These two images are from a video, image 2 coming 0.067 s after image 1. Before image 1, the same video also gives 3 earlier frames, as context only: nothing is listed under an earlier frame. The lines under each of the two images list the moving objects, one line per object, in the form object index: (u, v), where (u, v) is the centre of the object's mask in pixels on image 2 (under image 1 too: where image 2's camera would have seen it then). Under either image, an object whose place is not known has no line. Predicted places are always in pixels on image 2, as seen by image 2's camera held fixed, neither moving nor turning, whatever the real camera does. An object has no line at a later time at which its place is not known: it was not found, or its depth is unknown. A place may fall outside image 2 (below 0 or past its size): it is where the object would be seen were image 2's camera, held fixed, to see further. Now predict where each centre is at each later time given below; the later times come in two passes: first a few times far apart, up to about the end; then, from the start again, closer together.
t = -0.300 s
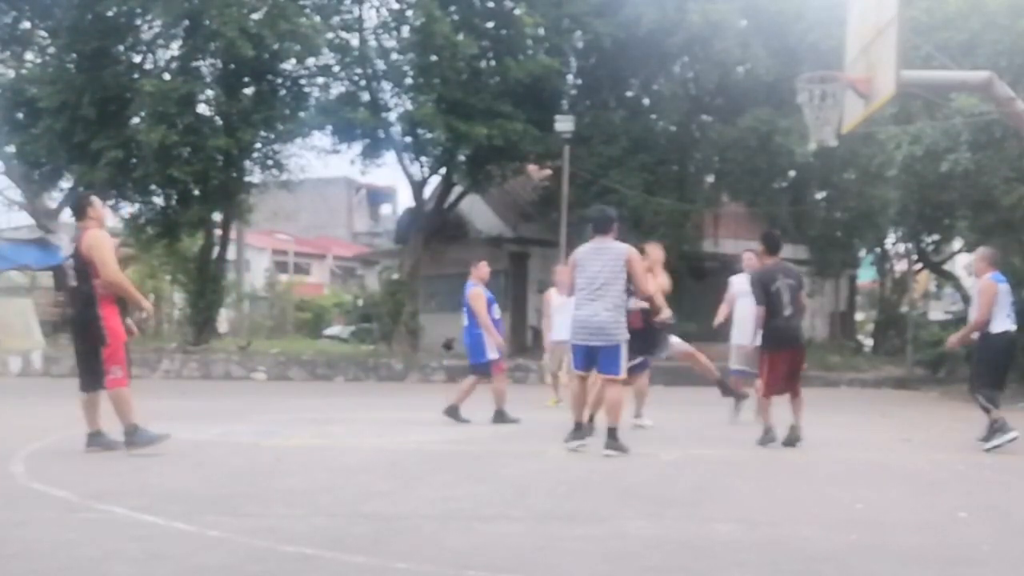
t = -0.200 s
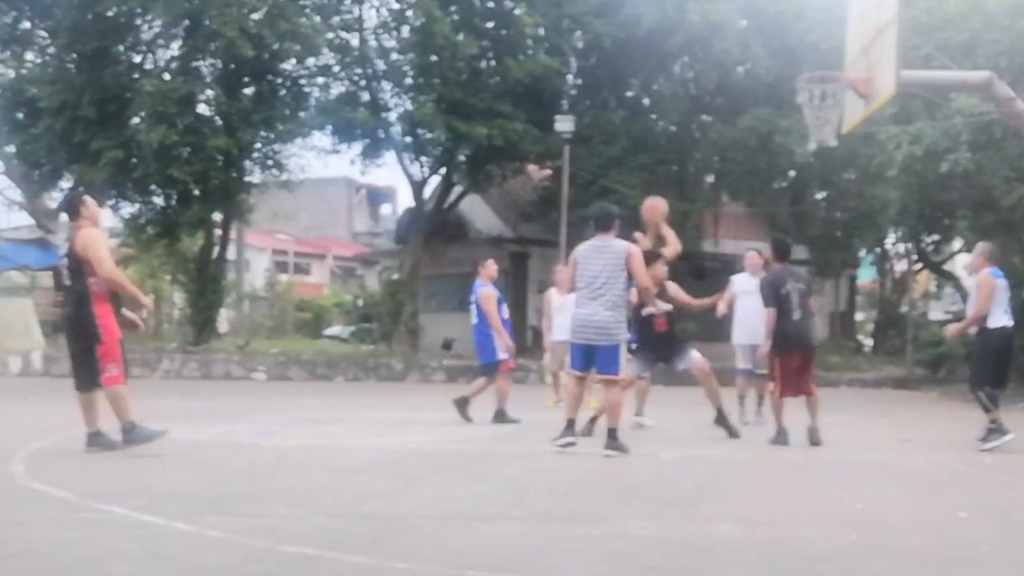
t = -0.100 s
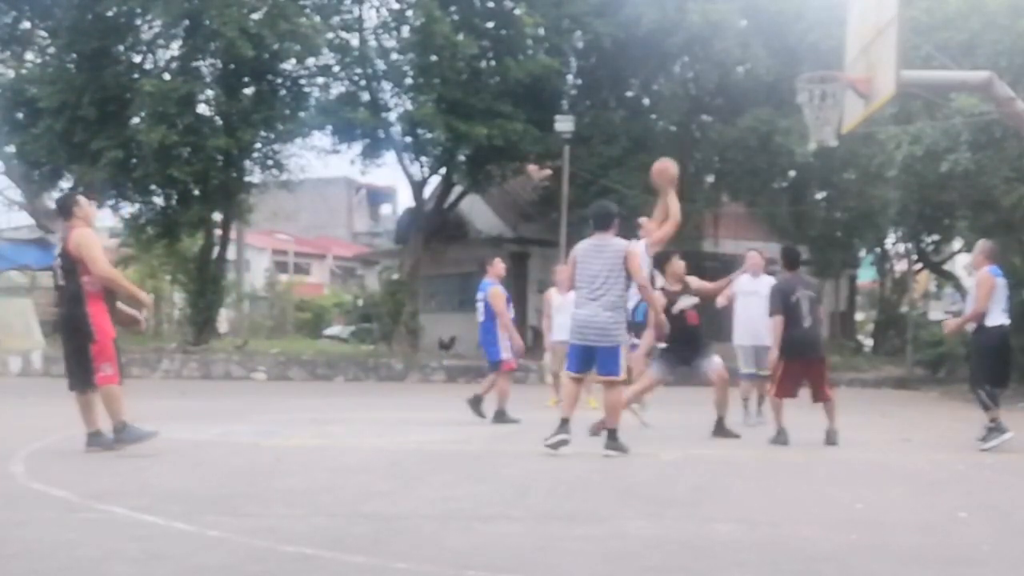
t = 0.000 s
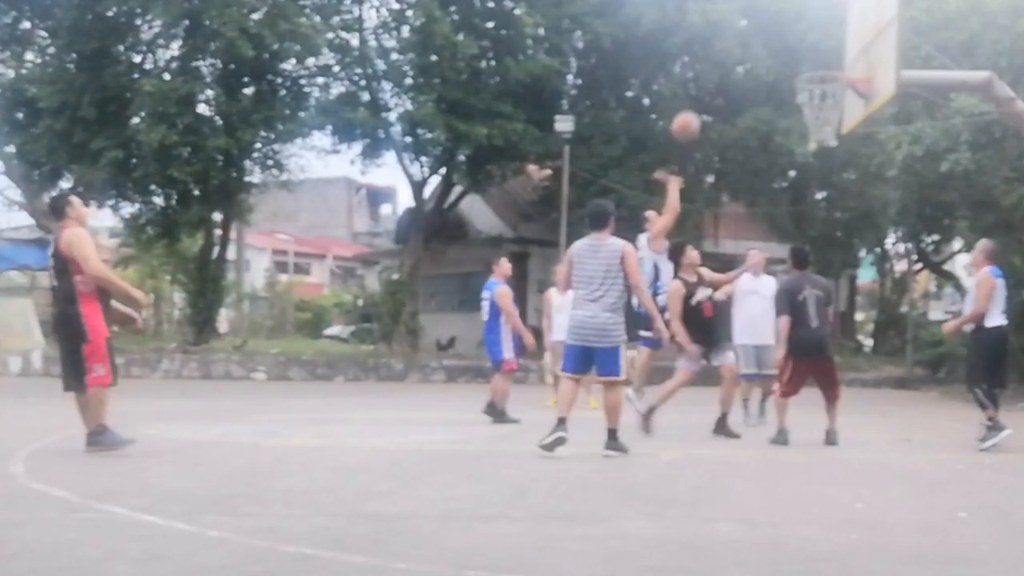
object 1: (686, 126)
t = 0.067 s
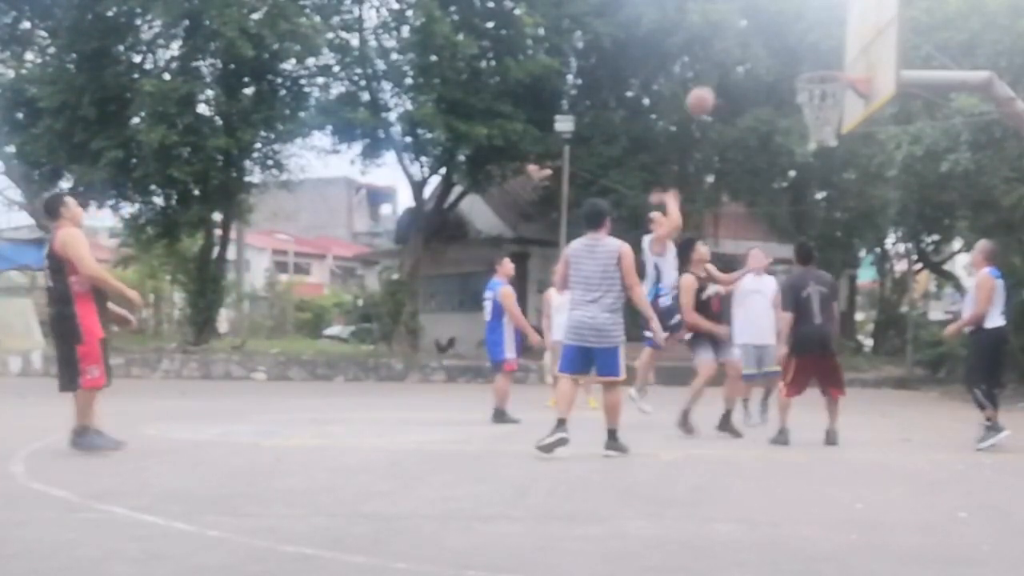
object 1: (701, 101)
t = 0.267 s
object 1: (743, 54)
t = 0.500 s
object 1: (790, 54)
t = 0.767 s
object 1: (839, 103)
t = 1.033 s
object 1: (834, 122)
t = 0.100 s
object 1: (707, 90)
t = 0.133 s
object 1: (714, 83)
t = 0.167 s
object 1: (721, 73)
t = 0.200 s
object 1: (729, 67)
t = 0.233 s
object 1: (735, 60)
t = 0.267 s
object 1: (743, 54)
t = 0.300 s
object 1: (749, 52)
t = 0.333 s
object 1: (756, 49)
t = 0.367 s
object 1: (763, 48)
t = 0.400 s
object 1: (769, 47)
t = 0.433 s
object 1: (776, 49)
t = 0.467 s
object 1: (783, 51)
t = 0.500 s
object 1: (790, 54)
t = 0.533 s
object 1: (796, 59)
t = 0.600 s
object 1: (809, 68)
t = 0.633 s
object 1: (816, 75)
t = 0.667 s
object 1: (825, 80)
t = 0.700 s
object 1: (828, 87)
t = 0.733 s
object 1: (832, 98)
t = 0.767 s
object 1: (839, 103)
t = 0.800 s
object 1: (841, 107)
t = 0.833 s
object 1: (842, 111)
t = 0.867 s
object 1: (842, 112)
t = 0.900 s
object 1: (845, 112)
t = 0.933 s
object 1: (843, 114)
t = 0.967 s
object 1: (842, 115)
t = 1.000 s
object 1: (839, 116)
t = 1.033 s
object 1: (834, 122)
